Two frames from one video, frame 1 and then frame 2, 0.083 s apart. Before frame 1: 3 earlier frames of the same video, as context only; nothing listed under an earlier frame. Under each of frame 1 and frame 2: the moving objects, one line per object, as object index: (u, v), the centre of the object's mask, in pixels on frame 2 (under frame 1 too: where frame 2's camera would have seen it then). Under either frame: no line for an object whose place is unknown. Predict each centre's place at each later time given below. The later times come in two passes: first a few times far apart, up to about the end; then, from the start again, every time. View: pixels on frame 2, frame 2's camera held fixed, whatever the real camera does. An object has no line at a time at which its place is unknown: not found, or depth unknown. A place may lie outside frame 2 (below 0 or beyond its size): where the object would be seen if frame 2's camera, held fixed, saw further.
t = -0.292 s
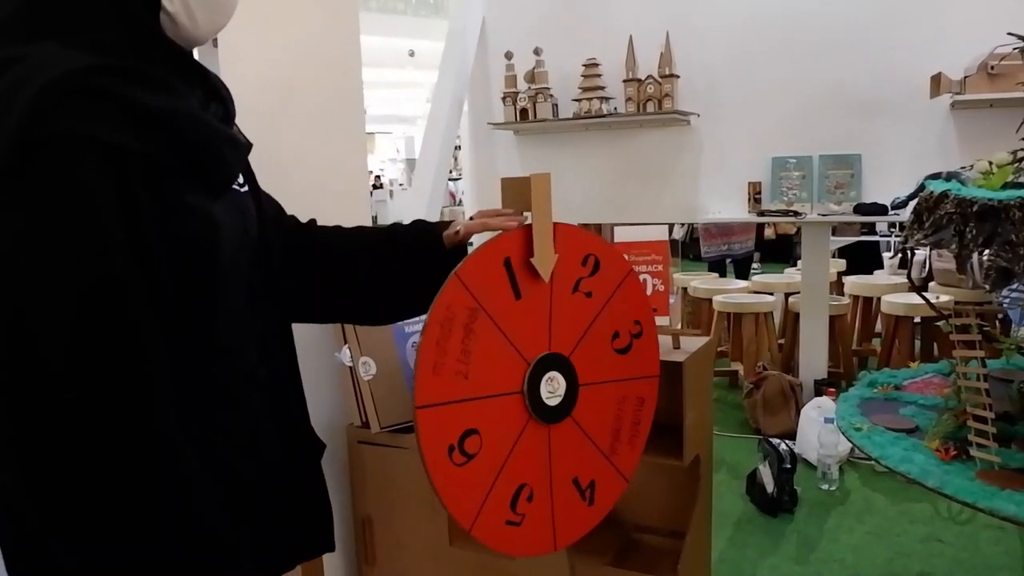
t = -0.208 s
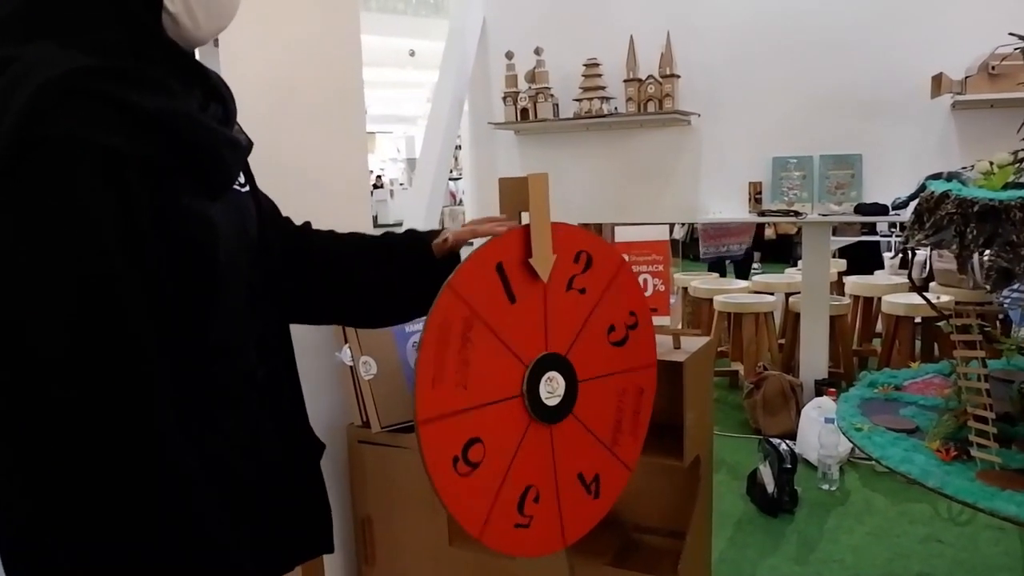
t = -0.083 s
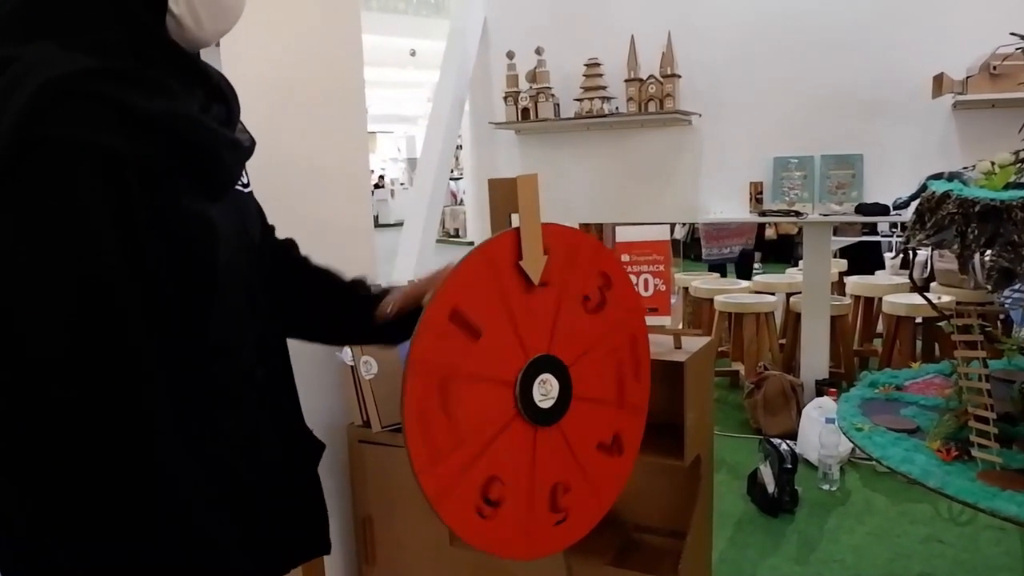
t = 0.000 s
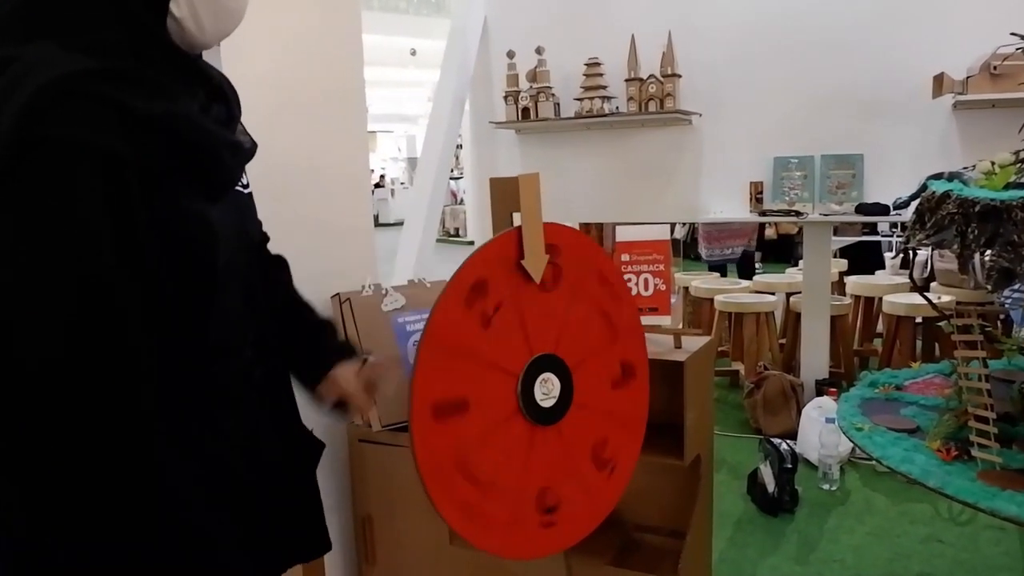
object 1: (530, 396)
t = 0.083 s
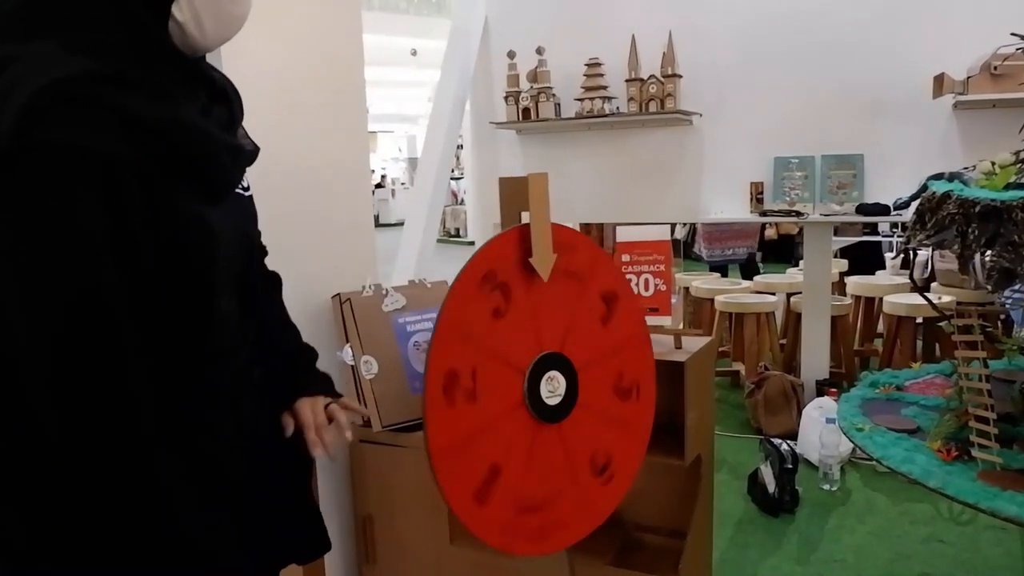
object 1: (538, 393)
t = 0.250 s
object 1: (541, 388)
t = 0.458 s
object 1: (530, 395)
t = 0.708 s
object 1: (539, 388)
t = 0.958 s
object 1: (534, 393)
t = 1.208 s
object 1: (537, 389)
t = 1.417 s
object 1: (533, 393)
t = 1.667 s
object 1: (535, 390)
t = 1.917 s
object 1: (535, 394)
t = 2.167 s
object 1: (537, 392)
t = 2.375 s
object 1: (534, 390)
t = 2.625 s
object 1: (534, 392)
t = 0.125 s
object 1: (542, 390)
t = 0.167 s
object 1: (544, 388)
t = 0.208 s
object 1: (544, 387)
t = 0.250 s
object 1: (541, 388)
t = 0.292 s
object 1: (538, 390)
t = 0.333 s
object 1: (534, 392)
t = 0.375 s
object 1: (531, 394)
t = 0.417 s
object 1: (529, 395)
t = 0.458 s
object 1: (530, 395)
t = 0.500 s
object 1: (532, 394)
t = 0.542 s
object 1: (534, 392)
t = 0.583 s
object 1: (537, 390)
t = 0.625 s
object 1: (539, 388)
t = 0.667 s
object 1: (540, 388)
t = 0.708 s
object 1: (539, 388)
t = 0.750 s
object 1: (538, 390)
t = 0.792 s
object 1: (536, 392)
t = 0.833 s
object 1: (534, 393)
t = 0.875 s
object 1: (533, 394)
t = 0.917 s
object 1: (533, 394)
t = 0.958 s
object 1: (534, 393)
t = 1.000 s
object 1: (535, 392)
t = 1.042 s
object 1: (537, 390)
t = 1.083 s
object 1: (538, 389)
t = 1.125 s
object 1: (538, 388)
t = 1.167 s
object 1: (538, 388)
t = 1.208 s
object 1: (537, 389)
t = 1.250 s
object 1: (535, 390)
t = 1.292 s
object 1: (534, 392)
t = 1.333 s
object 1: (533, 393)
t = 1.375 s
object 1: (532, 394)
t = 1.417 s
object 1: (533, 393)
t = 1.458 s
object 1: (535, 393)
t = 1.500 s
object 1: (536, 392)
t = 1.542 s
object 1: (536, 391)
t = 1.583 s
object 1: (536, 390)
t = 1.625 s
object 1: (536, 390)
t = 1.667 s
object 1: (535, 390)
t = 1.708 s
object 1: (535, 390)
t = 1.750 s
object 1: (535, 390)
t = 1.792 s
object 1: (535, 391)
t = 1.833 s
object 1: (534, 392)
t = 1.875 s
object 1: (535, 393)
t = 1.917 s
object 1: (535, 394)
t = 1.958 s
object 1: (535, 394)
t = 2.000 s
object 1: (535, 394)
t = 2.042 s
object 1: (536, 394)
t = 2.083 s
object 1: (537, 394)
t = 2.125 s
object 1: (537, 393)
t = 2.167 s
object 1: (537, 392)
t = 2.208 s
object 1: (537, 391)
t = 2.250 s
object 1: (537, 391)
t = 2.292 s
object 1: (536, 390)
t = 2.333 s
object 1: (535, 390)
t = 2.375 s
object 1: (534, 390)
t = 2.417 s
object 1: (534, 390)
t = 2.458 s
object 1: (534, 391)
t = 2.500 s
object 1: (533, 391)
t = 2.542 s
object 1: (533, 391)
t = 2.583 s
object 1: (533, 392)
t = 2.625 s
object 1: (534, 392)
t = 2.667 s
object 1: (534, 393)
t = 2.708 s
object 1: (534, 393)
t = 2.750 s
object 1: (534, 393)
